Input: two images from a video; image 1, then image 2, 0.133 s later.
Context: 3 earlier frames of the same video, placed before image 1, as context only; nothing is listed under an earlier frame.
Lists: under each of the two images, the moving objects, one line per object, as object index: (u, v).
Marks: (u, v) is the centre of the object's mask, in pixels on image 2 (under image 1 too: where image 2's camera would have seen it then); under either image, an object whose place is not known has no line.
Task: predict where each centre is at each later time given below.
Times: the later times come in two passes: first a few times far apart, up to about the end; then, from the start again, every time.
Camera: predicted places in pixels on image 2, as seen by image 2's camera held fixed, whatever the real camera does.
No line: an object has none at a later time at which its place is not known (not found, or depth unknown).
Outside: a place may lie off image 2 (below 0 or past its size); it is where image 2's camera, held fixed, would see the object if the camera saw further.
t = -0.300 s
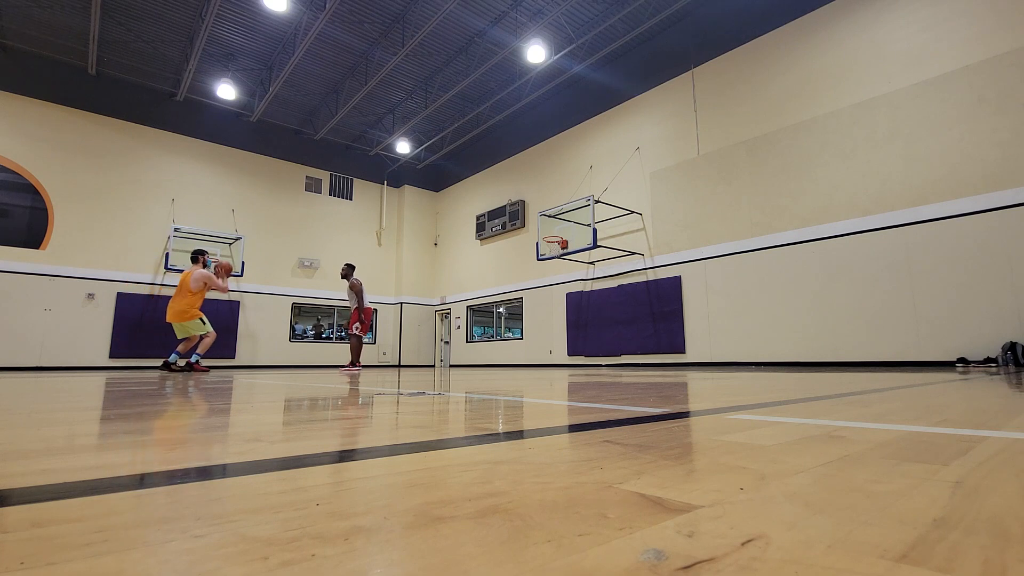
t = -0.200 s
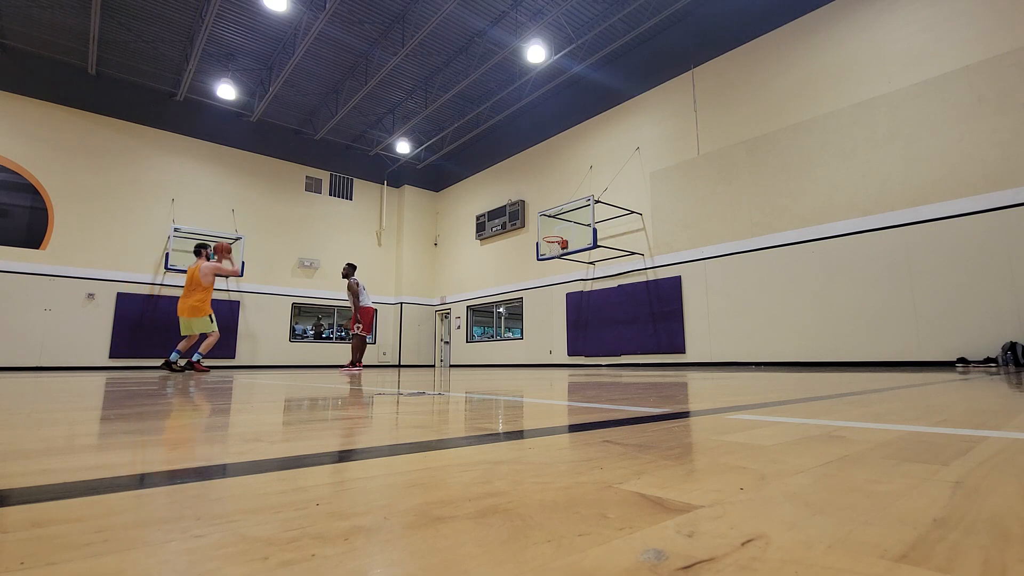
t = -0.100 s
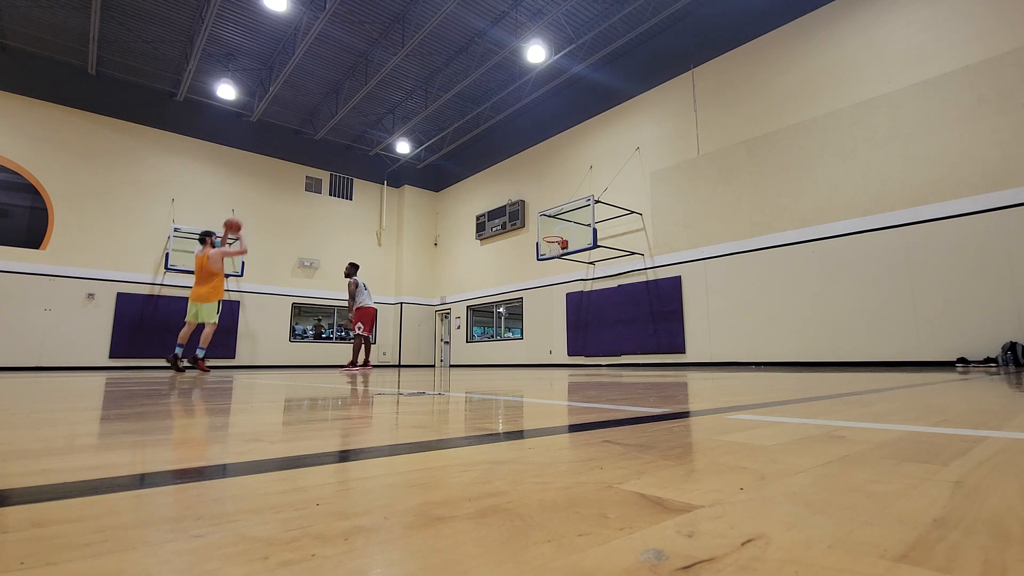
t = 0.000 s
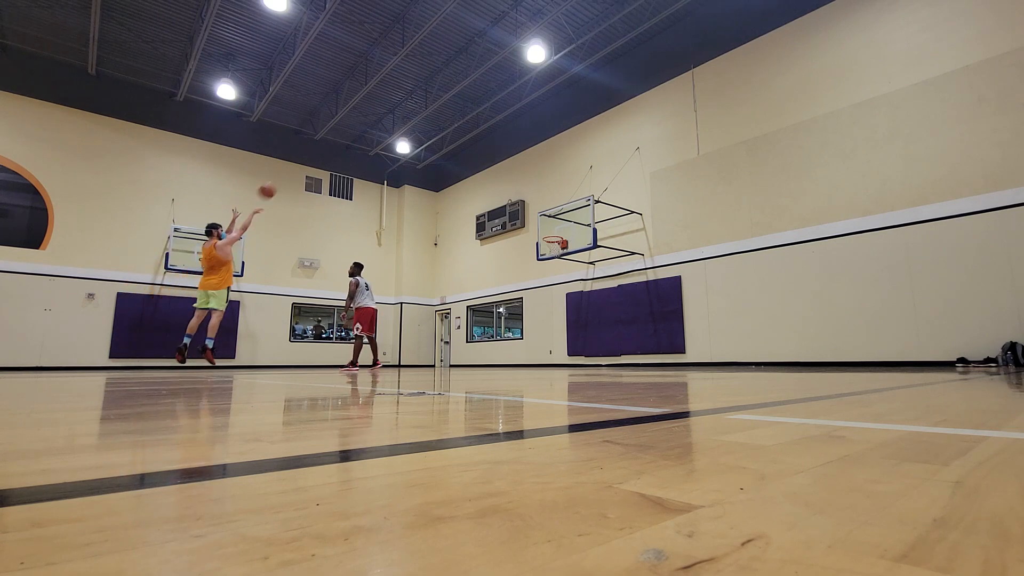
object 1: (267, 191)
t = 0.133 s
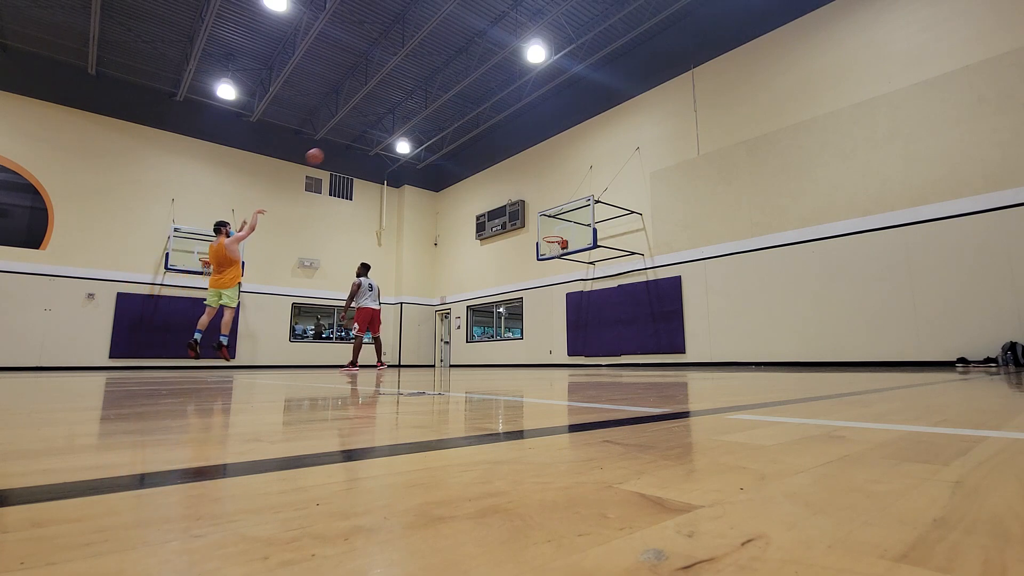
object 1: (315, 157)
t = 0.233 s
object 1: (346, 140)
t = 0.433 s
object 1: (399, 125)
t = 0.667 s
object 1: (450, 133)
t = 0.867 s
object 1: (486, 156)
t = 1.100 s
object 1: (524, 201)
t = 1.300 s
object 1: (545, 227)
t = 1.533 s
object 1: (550, 216)
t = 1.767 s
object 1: (556, 225)
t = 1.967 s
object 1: (552, 236)
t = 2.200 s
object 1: (546, 229)
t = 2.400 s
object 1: (540, 231)
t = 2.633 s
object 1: (531, 243)
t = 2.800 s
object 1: (525, 265)
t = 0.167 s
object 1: (325, 150)
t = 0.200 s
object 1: (336, 144)
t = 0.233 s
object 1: (346, 140)
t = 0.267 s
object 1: (355, 136)
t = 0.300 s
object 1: (365, 132)
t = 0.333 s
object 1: (373, 130)
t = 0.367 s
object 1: (382, 128)
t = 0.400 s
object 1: (390, 126)
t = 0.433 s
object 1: (399, 125)
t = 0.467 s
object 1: (406, 124)
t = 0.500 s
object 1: (414, 125)
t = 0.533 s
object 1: (421, 125)
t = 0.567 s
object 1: (429, 127)
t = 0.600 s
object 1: (436, 128)
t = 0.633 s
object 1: (443, 131)
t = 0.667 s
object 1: (450, 133)
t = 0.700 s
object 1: (456, 136)
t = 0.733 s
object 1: (463, 139)
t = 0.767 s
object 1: (469, 143)
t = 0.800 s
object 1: (475, 147)
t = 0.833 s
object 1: (481, 152)
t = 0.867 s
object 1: (486, 156)
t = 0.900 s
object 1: (492, 161)
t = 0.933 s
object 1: (497, 167)
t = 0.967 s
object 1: (503, 174)
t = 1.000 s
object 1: (508, 180)
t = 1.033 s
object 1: (514, 187)
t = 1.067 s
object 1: (519, 194)
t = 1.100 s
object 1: (524, 201)
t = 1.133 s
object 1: (529, 208)
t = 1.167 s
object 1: (533, 217)
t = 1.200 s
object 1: (538, 225)
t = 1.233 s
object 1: (543, 233)
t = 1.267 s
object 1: (544, 231)
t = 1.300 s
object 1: (545, 227)
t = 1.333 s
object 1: (546, 224)
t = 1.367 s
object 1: (546, 222)
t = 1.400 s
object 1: (547, 220)
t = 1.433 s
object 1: (548, 218)
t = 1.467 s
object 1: (549, 217)
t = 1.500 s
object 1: (549, 216)
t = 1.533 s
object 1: (550, 216)
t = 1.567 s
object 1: (551, 216)
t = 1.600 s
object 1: (552, 217)
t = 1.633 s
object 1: (553, 217)
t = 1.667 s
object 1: (554, 219)
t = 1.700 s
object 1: (554, 220)
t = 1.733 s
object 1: (555, 223)
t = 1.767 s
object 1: (556, 225)
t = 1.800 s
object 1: (556, 228)
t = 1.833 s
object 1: (556, 229)
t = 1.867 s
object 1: (555, 230)
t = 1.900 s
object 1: (554, 231)
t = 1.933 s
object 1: (553, 233)
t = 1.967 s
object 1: (552, 236)
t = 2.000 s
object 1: (551, 233)
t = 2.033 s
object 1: (550, 232)
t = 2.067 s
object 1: (549, 231)
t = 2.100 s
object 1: (548, 230)
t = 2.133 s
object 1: (548, 230)
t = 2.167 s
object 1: (547, 229)
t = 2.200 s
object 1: (546, 229)
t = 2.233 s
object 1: (545, 230)
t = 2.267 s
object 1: (544, 231)
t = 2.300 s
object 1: (543, 233)
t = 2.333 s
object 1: (542, 232)
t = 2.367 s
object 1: (541, 231)
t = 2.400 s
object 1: (540, 231)
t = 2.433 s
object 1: (539, 232)
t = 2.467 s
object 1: (537, 232)
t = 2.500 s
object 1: (536, 234)
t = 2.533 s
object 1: (535, 235)
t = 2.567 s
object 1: (534, 237)
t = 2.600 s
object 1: (533, 240)
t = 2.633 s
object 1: (531, 243)
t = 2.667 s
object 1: (530, 246)
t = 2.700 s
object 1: (529, 250)
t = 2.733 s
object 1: (528, 255)
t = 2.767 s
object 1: (527, 260)
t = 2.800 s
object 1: (525, 265)
